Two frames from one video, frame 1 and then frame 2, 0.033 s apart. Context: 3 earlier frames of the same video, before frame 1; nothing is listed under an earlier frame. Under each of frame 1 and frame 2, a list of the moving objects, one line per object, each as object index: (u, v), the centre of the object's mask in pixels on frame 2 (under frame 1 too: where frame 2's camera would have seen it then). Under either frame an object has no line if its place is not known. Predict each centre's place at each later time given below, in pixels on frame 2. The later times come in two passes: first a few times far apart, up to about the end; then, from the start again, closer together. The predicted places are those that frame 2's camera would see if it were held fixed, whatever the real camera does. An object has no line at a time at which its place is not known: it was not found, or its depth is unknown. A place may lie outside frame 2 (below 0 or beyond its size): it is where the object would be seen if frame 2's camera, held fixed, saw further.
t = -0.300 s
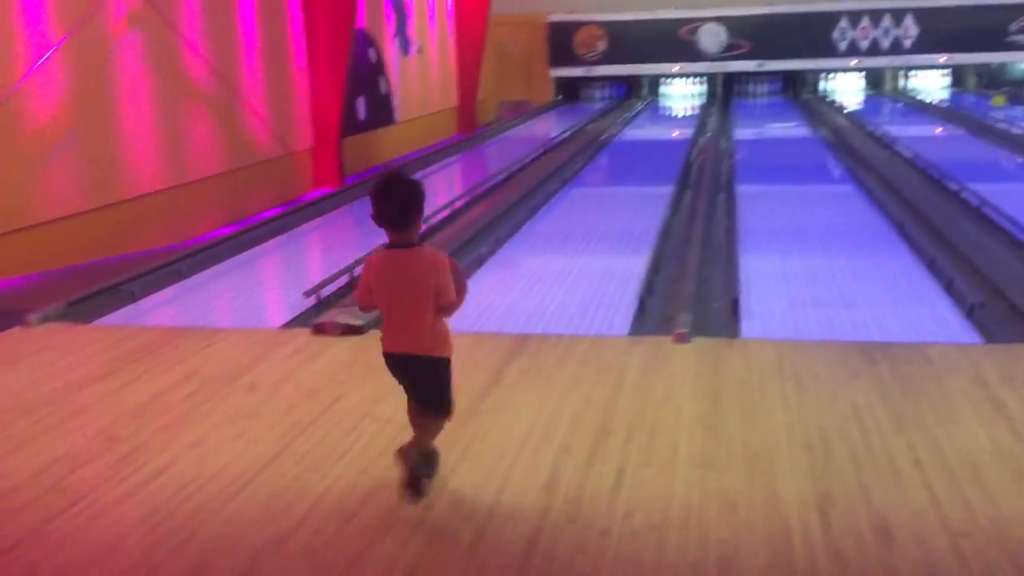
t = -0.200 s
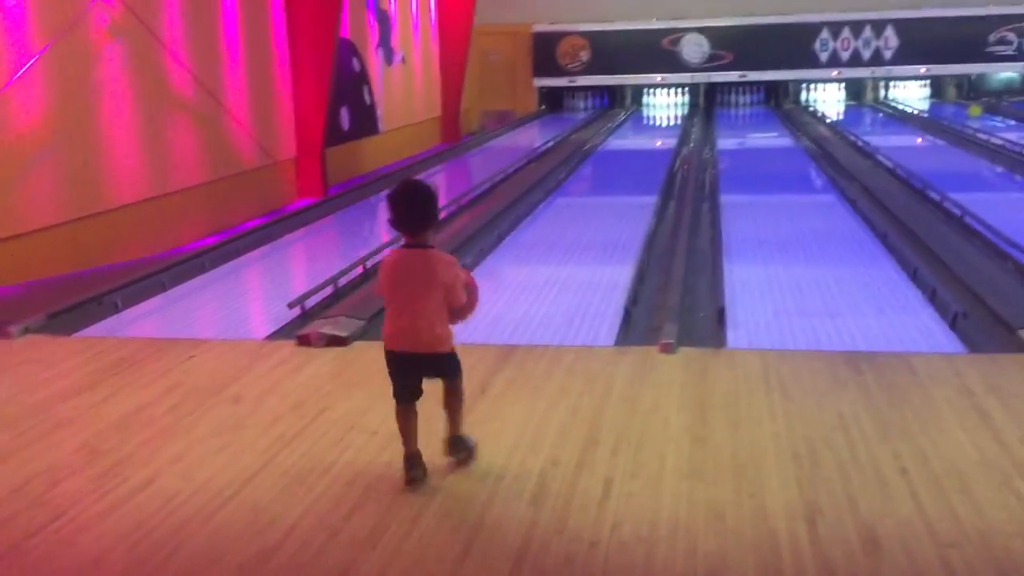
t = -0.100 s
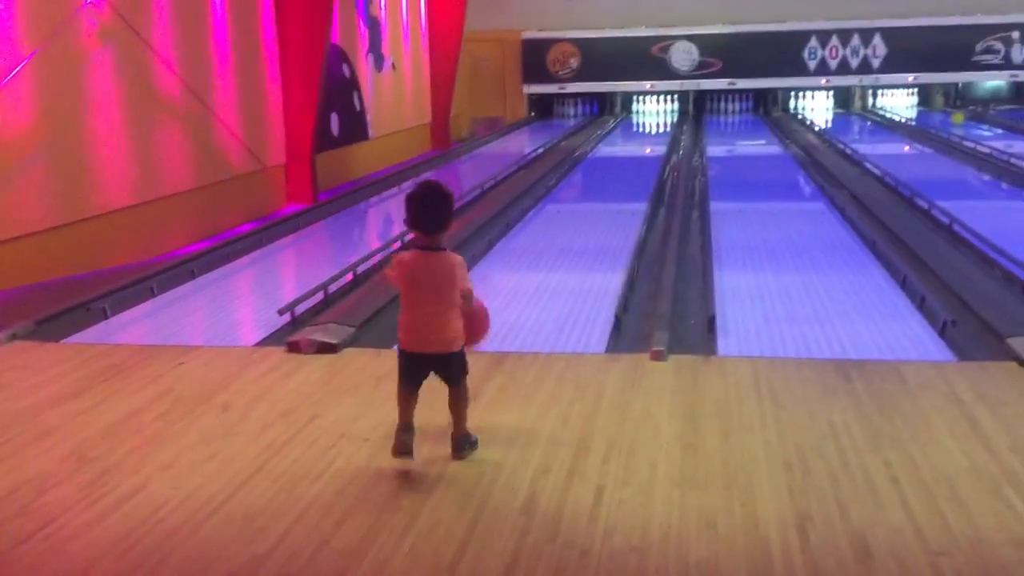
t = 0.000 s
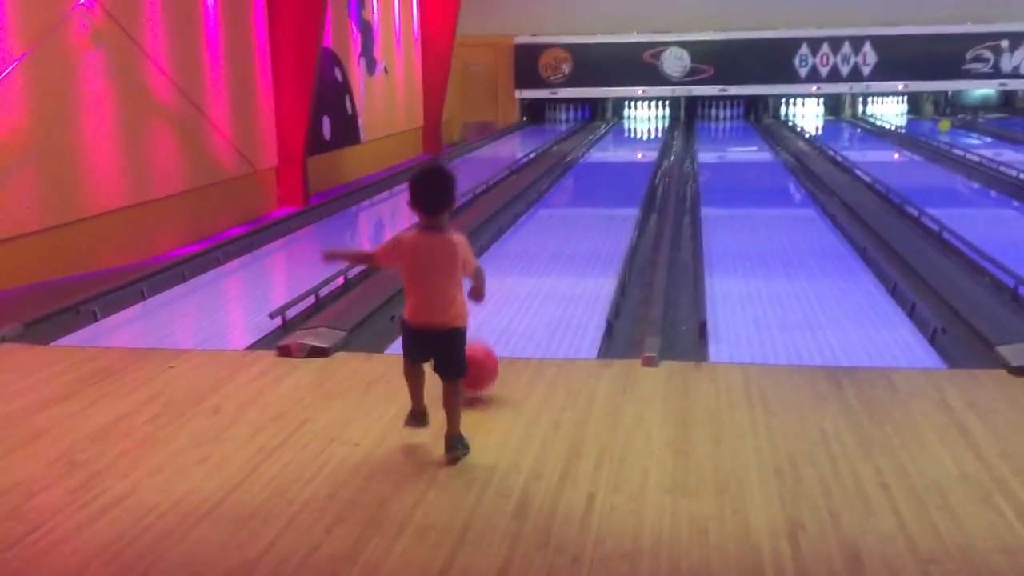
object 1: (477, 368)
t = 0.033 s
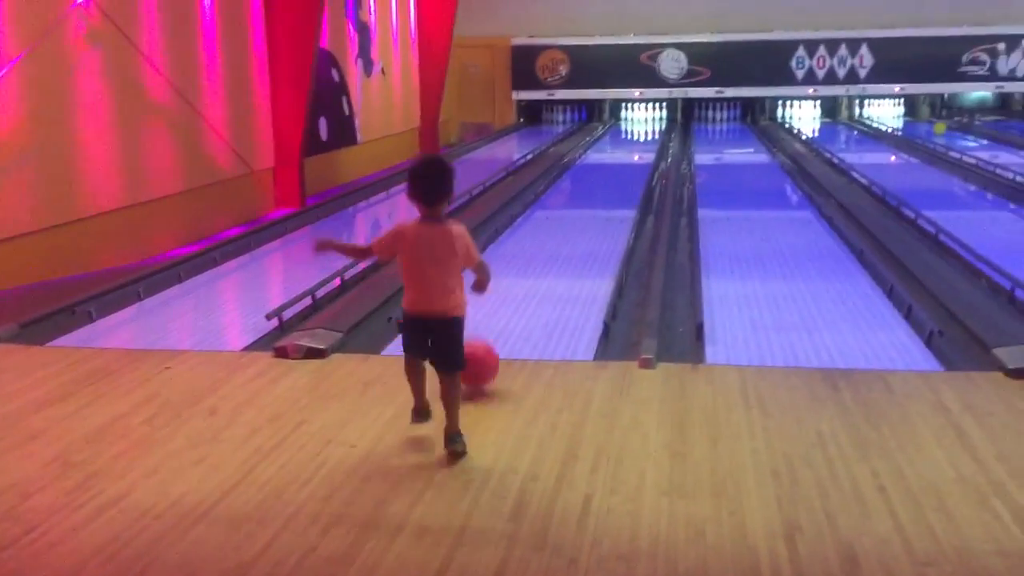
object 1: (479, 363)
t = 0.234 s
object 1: (498, 327)
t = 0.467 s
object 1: (518, 303)
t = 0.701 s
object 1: (533, 280)
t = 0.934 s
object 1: (546, 260)
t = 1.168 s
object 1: (555, 244)
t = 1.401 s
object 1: (563, 231)
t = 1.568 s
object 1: (567, 223)
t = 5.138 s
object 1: (593, 145)
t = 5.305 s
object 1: (596, 143)
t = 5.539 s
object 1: (598, 141)
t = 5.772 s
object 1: (600, 139)
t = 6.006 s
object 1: (602, 137)
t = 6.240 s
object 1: (604, 135)
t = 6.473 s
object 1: (605, 133)
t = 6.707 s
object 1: (607, 132)
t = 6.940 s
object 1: (609, 130)
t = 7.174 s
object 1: (610, 128)
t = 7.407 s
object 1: (612, 127)
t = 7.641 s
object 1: (613, 125)
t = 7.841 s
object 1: (614, 124)
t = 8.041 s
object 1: (616, 123)
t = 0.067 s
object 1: (482, 351)
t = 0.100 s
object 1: (485, 341)
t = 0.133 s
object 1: (488, 334)
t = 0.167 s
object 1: (492, 329)
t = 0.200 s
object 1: (495, 327)
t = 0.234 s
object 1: (498, 327)
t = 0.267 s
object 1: (501, 329)
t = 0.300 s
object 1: (504, 322)
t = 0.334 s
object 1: (507, 316)
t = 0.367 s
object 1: (510, 312)
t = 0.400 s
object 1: (513, 309)
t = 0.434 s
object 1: (515, 308)
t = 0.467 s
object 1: (518, 303)
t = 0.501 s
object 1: (520, 300)
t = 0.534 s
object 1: (523, 296)
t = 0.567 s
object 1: (525, 292)
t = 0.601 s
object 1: (527, 289)
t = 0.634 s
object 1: (529, 286)
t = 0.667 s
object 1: (531, 282)
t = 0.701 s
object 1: (533, 280)
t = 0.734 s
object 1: (535, 276)
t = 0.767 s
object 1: (537, 273)
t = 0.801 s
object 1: (539, 270)
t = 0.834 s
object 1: (540, 268)
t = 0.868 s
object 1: (542, 265)
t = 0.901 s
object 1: (544, 262)
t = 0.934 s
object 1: (546, 260)
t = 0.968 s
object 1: (547, 257)
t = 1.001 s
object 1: (549, 255)
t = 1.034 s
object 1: (550, 253)
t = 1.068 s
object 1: (551, 250)
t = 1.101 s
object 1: (553, 248)
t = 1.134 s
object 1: (554, 246)
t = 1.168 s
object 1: (555, 244)
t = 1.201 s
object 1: (556, 242)
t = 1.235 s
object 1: (557, 240)
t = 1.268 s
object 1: (558, 238)
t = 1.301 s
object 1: (560, 236)
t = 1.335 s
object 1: (561, 234)
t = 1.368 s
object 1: (562, 233)
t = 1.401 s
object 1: (563, 231)
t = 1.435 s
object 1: (563, 229)
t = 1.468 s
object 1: (564, 228)
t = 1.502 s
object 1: (565, 226)
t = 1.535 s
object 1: (566, 224)
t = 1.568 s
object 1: (567, 223)
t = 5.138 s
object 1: (593, 145)
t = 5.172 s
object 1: (593, 145)
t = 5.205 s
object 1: (594, 144)
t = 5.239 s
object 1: (595, 144)
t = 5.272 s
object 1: (595, 144)
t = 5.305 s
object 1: (596, 143)
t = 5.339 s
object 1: (596, 143)
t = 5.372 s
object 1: (596, 143)
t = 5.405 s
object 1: (596, 142)
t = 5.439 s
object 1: (597, 142)
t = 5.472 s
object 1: (597, 142)
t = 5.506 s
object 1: (597, 142)
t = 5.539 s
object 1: (598, 141)
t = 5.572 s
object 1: (598, 141)
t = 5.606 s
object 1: (598, 141)
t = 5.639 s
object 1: (599, 140)
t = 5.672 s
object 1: (599, 140)
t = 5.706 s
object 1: (600, 140)
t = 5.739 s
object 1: (600, 139)
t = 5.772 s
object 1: (600, 139)
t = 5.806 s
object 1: (601, 139)
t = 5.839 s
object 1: (601, 138)
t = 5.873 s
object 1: (601, 138)
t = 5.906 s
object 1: (602, 138)
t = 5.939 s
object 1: (602, 137)
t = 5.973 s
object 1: (602, 137)
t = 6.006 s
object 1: (602, 137)
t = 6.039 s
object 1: (602, 137)
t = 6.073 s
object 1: (603, 136)
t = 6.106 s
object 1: (603, 136)
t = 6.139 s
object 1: (603, 136)
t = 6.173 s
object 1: (603, 136)
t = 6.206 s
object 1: (604, 135)
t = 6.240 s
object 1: (604, 135)
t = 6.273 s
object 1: (604, 135)
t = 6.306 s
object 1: (604, 134)
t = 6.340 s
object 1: (604, 134)
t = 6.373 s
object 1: (604, 134)
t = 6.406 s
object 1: (605, 134)
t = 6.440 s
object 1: (605, 133)
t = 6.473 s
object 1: (605, 133)
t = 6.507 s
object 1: (605, 133)
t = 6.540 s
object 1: (605, 133)
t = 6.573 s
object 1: (606, 133)
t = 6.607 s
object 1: (607, 132)
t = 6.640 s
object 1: (606, 132)
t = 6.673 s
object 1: (607, 132)
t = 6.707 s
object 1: (607, 132)
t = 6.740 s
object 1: (608, 131)
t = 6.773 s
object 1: (608, 131)
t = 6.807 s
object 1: (608, 131)
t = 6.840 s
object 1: (609, 130)
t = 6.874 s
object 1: (609, 130)
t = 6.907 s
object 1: (609, 130)
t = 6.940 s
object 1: (609, 130)
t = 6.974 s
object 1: (609, 129)
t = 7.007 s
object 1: (610, 128)
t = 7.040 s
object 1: (609, 129)
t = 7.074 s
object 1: (610, 128)
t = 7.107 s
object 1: (610, 128)
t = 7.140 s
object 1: (610, 128)
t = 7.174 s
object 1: (610, 128)
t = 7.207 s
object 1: (611, 128)
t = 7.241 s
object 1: (611, 127)
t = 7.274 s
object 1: (611, 127)
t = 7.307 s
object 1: (612, 127)
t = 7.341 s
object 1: (612, 127)
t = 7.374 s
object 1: (612, 127)
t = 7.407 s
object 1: (612, 127)
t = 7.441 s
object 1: (612, 126)
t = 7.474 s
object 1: (612, 126)
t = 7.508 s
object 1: (612, 126)
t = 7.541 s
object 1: (613, 125)
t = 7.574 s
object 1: (613, 125)
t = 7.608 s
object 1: (613, 125)
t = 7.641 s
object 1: (613, 125)
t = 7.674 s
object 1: (613, 125)
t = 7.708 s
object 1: (613, 125)
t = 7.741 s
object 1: (614, 124)
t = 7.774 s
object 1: (613, 124)
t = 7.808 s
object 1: (614, 124)
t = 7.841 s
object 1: (614, 124)
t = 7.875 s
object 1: (614, 123)
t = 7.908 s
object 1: (615, 123)
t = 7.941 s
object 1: (615, 123)
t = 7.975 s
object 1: (615, 123)
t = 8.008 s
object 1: (615, 123)
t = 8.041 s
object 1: (616, 123)
